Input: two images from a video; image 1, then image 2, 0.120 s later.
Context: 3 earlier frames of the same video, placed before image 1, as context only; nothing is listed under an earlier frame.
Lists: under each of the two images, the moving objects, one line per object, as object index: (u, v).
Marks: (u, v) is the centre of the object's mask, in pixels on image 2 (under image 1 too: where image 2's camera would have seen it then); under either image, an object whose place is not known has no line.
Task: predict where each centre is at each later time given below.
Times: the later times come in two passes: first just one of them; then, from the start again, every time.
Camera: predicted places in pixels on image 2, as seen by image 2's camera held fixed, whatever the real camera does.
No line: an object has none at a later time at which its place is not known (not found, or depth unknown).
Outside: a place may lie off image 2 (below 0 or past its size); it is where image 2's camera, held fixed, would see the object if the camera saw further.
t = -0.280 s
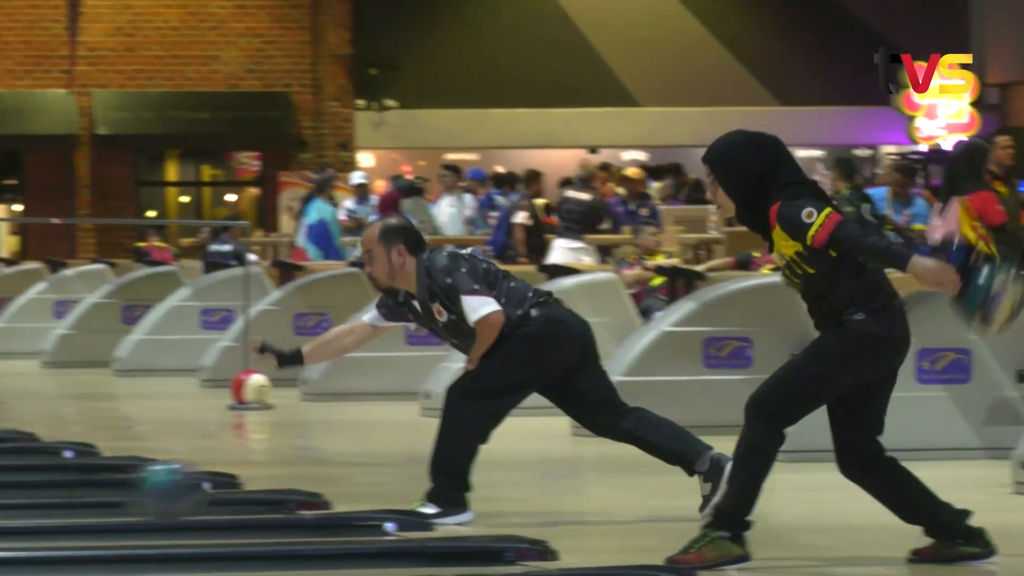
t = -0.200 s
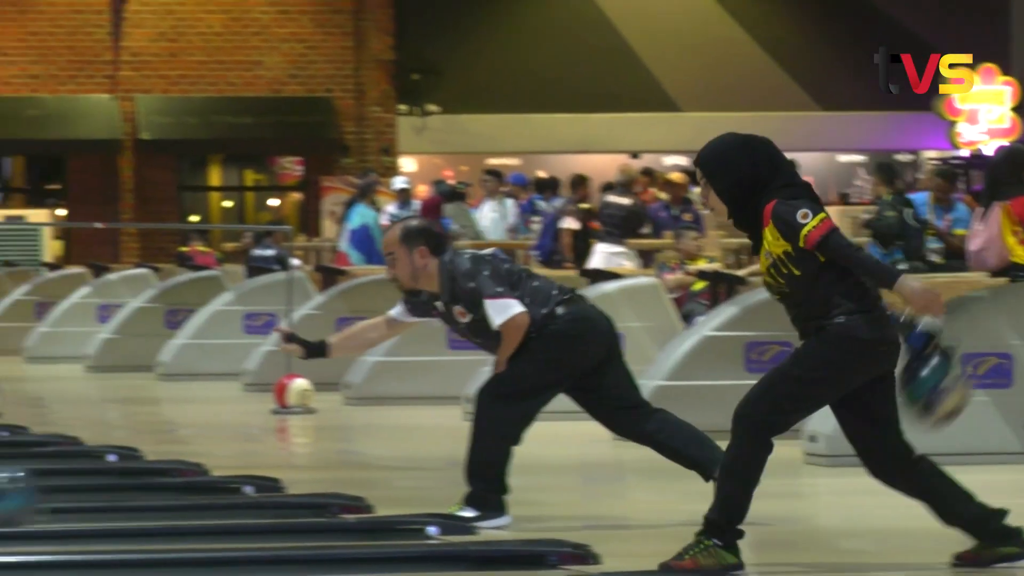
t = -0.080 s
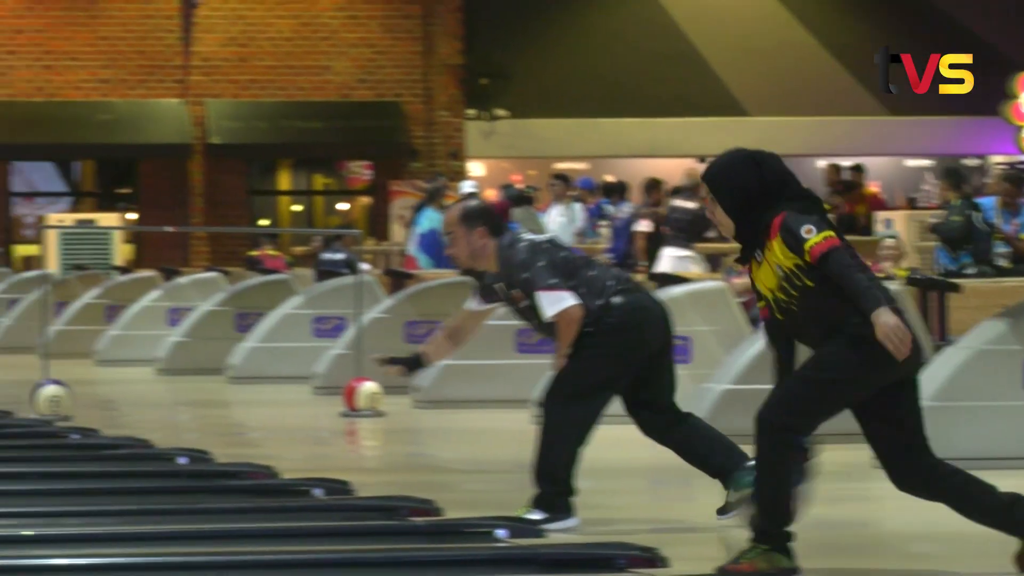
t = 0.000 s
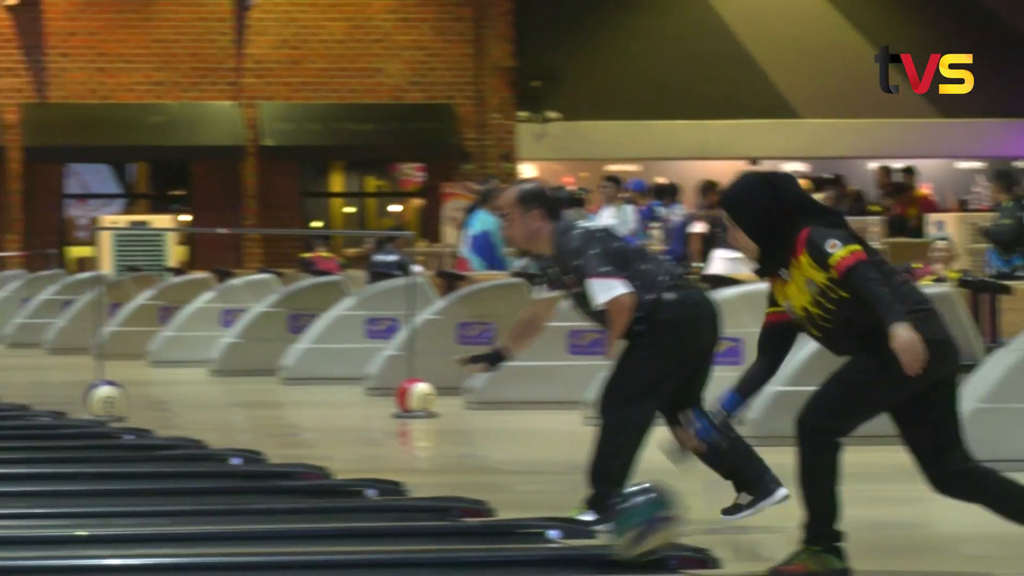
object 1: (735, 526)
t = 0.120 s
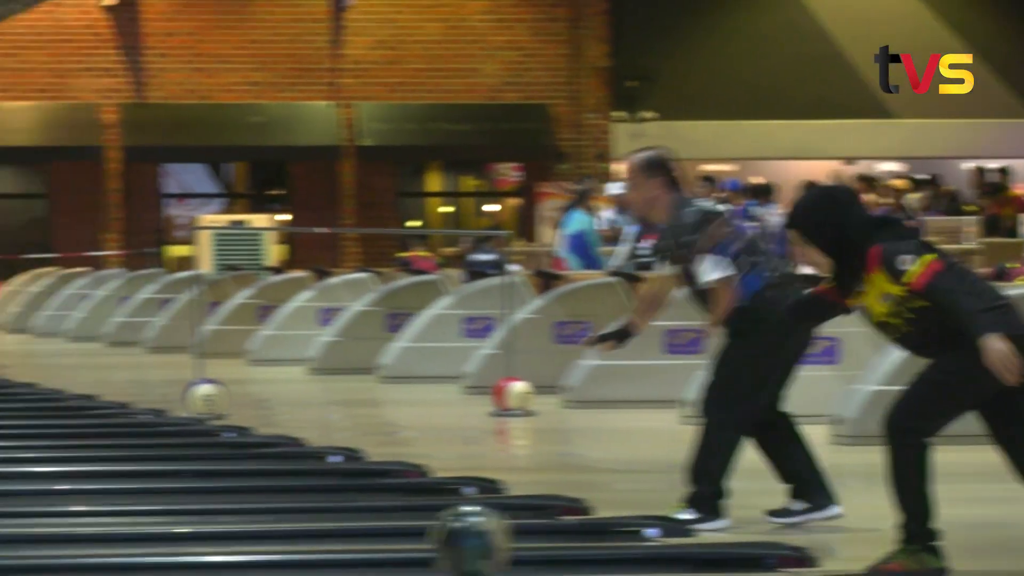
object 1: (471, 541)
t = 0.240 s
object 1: (200, 551)
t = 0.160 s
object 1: (383, 543)
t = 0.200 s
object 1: (294, 546)
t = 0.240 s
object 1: (200, 551)
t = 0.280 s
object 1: (104, 559)
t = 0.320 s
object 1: (7, 568)
